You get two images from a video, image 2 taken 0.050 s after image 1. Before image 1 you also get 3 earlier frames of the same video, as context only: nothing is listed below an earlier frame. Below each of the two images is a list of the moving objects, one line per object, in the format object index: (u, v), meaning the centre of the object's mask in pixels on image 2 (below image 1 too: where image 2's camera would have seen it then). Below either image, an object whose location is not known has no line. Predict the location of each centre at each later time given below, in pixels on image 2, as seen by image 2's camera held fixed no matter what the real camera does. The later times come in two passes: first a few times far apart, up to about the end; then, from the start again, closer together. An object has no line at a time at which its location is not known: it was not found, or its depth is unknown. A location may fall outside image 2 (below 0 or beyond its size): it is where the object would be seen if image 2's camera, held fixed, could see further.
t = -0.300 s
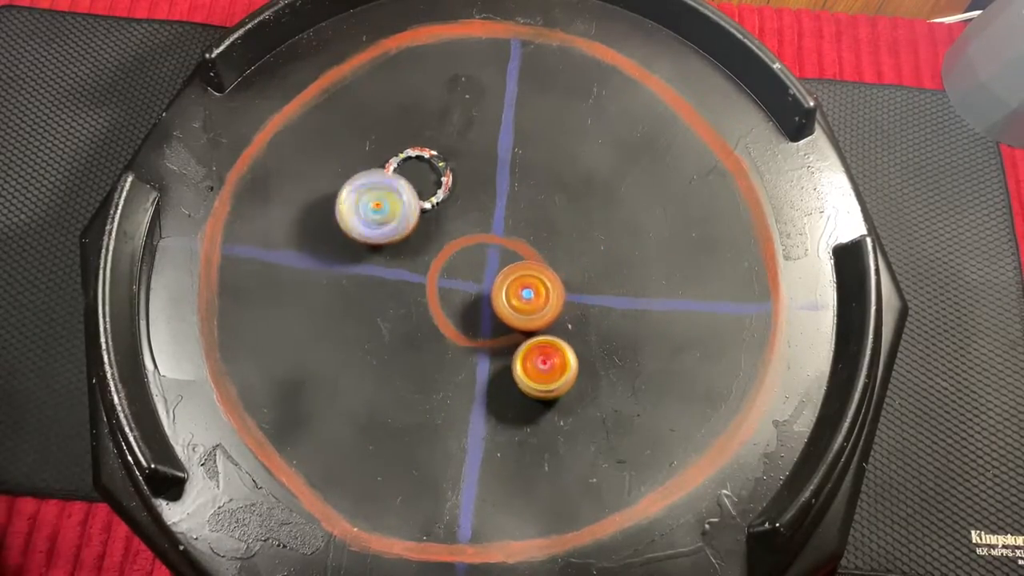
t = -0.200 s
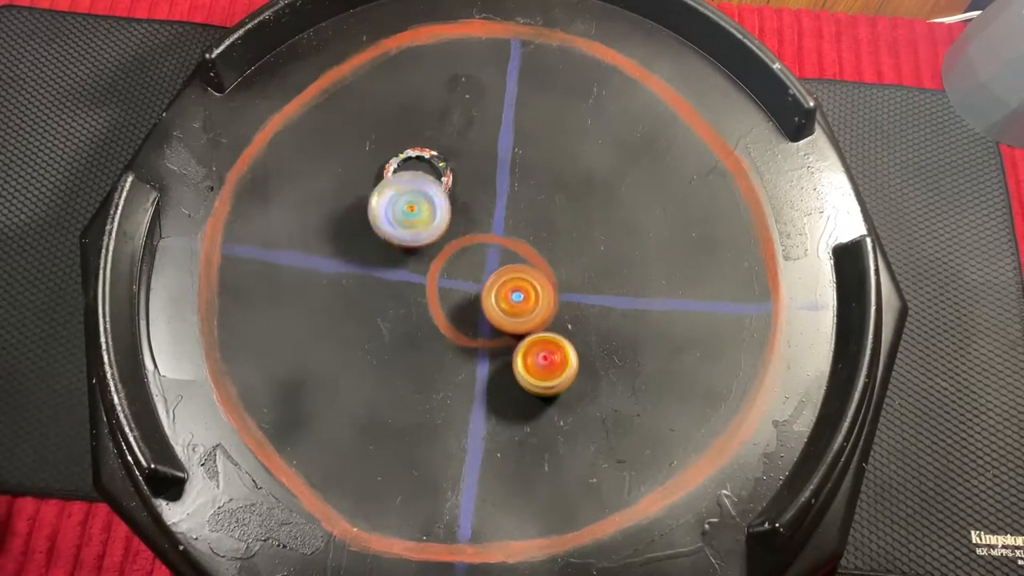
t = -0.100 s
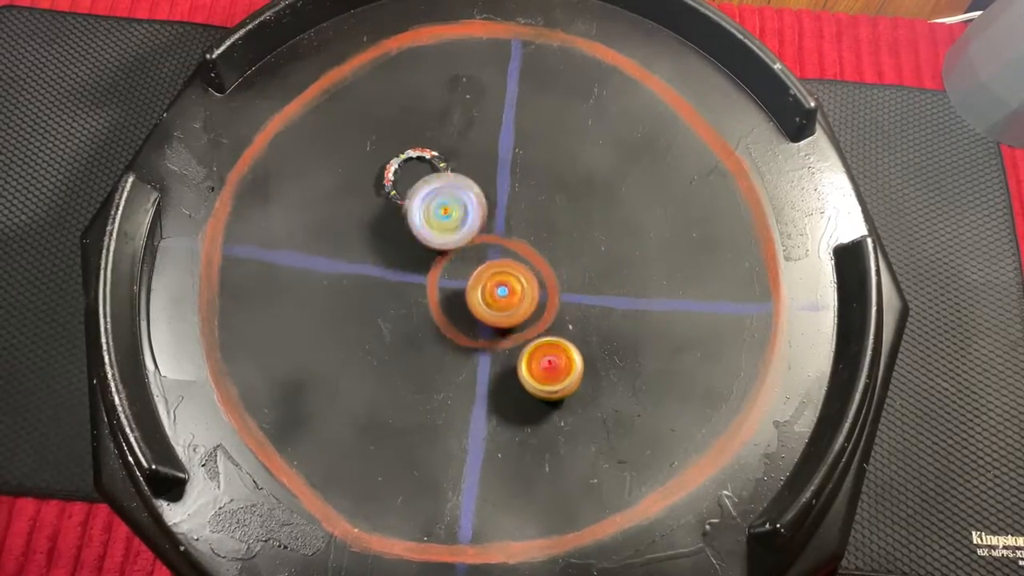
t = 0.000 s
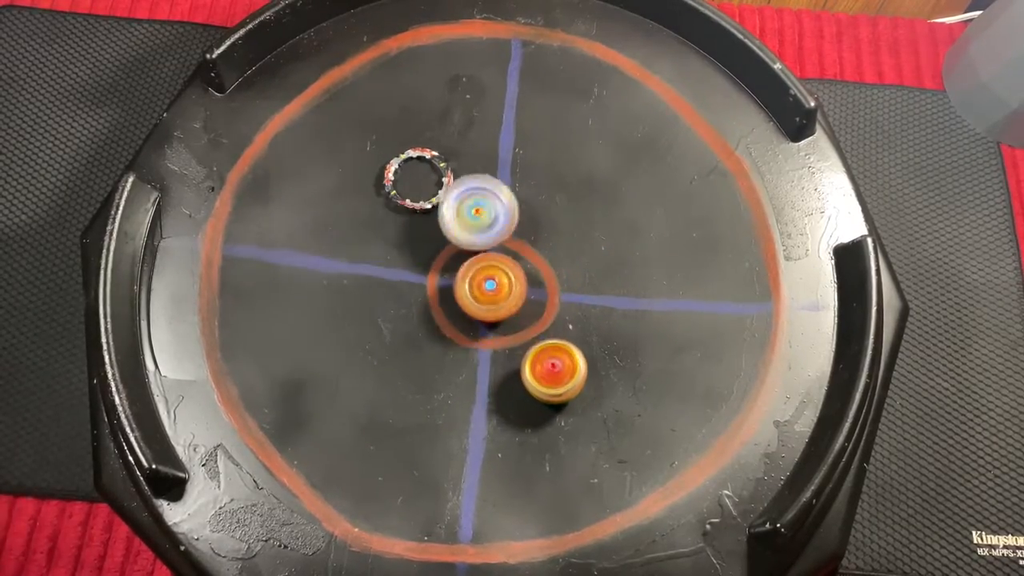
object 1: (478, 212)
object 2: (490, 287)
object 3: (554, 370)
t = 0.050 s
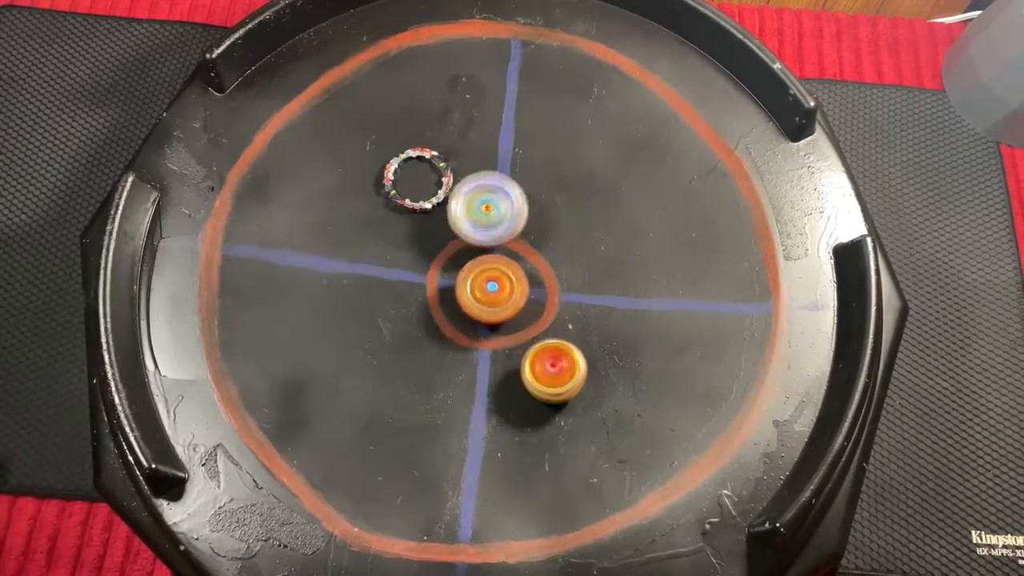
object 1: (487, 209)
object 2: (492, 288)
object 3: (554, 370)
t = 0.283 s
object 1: (541, 194)
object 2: (490, 289)
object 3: (549, 361)
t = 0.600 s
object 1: (588, 186)
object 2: (483, 283)
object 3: (545, 342)
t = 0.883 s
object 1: (585, 223)
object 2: (478, 275)
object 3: (546, 326)
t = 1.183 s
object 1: (617, 276)
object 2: (474, 268)
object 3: (492, 334)
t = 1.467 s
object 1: (621, 292)
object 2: (473, 260)
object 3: (471, 338)
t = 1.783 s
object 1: (566, 319)
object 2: (485, 236)
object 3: (455, 339)
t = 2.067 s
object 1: (532, 372)
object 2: (511, 229)
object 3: (419, 308)
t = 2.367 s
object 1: (552, 397)
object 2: (518, 241)
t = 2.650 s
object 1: (538, 353)
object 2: (517, 263)
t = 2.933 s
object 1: (519, 342)
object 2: (539, 271)
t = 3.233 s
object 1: (501, 324)
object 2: (560, 269)
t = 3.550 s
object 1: (500, 328)
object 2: (560, 251)
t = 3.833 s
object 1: (496, 366)
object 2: (548, 223)
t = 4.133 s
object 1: (498, 364)
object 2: (528, 228)
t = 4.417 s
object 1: (499, 373)
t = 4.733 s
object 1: (497, 371)
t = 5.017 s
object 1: (498, 354)
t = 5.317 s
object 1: (498, 353)
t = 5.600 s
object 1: (494, 360)
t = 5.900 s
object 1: (482, 368)
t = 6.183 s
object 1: (478, 347)
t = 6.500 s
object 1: (451, 352)
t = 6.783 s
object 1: (437, 343)
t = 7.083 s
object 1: (432, 332)
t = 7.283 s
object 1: (423, 329)
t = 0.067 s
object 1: (491, 207)
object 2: (492, 288)
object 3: (553, 370)
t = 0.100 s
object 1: (498, 204)
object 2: (491, 289)
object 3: (553, 369)
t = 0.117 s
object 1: (501, 204)
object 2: (491, 289)
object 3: (553, 369)
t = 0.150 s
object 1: (509, 201)
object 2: (491, 288)
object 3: (552, 368)
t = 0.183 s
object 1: (517, 199)
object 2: (490, 289)
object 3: (551, 366)
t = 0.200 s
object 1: (521, 197)
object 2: (490, 289)
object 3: (551, 365)
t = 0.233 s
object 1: (530, 196)
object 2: (490, 289)
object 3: (551, 363)
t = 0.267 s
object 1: (538, 194)
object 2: (490, 289)
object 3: (550, 362)
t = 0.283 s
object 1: (541, 194)
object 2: (490, 289)
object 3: (549, 361)
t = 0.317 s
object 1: (552, 191)
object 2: (490, 288)
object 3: (547, 358)
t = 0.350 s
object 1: (557, 190)
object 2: (490, 288)
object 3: (546, 356)
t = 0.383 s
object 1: (565, 189)
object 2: (490, 289)
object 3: (545, 353)
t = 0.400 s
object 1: (568, 188)
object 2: (490, 289)
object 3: (545, 352)
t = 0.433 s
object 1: (574, 187)
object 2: (489, 289)
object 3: (543, 349)
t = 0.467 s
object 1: (578, 186)
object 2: (489, 289)
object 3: (542, 346)
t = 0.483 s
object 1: (581, 186)
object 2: (489, 289)
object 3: (540, 344)
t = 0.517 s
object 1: (584, 186)
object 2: (489, 288)
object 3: (539, 341)
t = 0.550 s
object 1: (585, 186)
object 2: (487, 287)
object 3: (539, 338)
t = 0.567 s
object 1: (586, 186)
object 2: (485, 285)
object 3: (541, 340)
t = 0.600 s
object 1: (588, 186)
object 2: (483, 283)
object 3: (545, 342)
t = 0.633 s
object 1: (590, 189)
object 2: (482, 282)
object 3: (547, 342)
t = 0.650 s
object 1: (590, 190)
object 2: (482, 282)
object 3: (548, 342)
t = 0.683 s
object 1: (589, 193)
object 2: (482, 281)
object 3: (549, 341)
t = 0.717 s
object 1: (589, 195)
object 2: (481, 281)
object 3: (549, 340)
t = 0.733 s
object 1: (590, 198)
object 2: (481, 281)
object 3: (549, 339)
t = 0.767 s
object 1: (589, 202)
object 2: (480, 279)
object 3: (549, 337)
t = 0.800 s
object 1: (588, 206)
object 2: (480, 278)
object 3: (549, 334)
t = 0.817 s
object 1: (587, 209)
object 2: (480, 278)
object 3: (548, 332)
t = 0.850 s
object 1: (586, 216)
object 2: (479, 276)
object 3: (547, 329)
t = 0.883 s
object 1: (585, 223)
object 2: (478, 275)
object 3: (546, 326)
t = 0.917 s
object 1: (584, 232)
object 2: (478, 274)
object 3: (546, 323)
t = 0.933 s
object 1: (584, 237)
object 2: (477, 274)
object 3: (545, 322)
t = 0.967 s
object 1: (584, 246)
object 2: (477, 273)
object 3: (545, 319)
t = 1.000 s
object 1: (586, 255)
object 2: (476, 272)
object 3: (544, 316)
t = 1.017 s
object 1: (587, 257)
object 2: (476, 273)
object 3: (541, 317)
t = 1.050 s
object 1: (595, 262)
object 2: (476, 272)
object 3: (527, 323)
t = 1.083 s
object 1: (601, 267)
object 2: (475, 270)
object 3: (515, 328)
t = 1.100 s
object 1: (606, 268)
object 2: (475, 270)
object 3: (510, 330)
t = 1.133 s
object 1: (610, 272)
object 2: (475, 269)
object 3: (501, 332)
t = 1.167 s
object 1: (614, 275)
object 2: (474, 269)
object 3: (495, 334)
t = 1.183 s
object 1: (617, 276)
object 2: (474, 268)
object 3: (492, 334)
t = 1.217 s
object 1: (622, 278)
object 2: (474, 268)
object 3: (489, 336)
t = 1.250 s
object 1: (624, 281)
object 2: (473, 267)
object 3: (486, 339)
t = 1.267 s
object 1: (625, 282)
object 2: (473, 266)
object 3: (485, 340)
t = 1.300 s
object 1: (626, 284)
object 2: (473, 265)
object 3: (483, 341)
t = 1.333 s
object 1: (627, 286)
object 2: (473, 265)
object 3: (481, 342)
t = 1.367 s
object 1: (627, 288)
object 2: (473, 263)
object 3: (478, 342)
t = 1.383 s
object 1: (627, 288)
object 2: (473, 262)
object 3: (476, 341)
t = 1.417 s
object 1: (625, 290)
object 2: (473, 262)
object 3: (474, 340)
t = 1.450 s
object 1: (622, 291)
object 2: (473, 262)
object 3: (471, 339)
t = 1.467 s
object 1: (621, 292)
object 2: (473, 260)
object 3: (471, 338)
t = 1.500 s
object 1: (620, 294)
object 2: (473, 260)
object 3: (469, 336)
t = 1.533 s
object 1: (616, 295)
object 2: (473, 259)
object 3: (467, 334)
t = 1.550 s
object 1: (614, 296)
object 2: (473, 258)
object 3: (465, 333)
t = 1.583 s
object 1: (609, 299)
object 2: (473, 258)
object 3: (464, 331)
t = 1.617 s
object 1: (603, 300)
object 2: (474, 258)
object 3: (462, 329)
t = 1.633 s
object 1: (601, 301)
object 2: (474, 258)
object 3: (462, 327)
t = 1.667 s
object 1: (594, 305)
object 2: (475, 258)
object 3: (461, 325)
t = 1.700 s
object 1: (586, 309)
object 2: (477, 255)
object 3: (461, 324)
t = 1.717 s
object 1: (581, 310)
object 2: (478, 250)
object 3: (459, 329)
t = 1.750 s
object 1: (574, 315)
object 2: (481, 242)
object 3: (456, 335)
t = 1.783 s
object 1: (566, 319)
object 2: (485, 236)
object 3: (455, 339)
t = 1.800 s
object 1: (562, 322)
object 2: (487, 234)
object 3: (454, 339)
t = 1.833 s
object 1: (554, 326)
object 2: (491, 231)
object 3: (453, 339)
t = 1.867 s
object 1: (547, 331)
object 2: (494, 229)
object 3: (453, 339)
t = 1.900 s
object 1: (539, 337)
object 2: (498, 228)
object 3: (453, 338)
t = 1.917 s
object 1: (536, 338)
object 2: (500, 228)
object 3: (453, 337)
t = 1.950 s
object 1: (528, 344)
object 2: (502, 227)
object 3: (453, 336)
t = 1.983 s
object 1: (528, 354)
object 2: (504, 226)
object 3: (444, 329)
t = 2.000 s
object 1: (528, 357)
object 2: (505, 227)
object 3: (438, 324)
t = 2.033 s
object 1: (530, 364)
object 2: (508, 228)
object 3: (427, 316)
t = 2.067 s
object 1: (532, 372)
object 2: (511, 229)
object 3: (419, 308)
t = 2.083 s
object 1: (533, 376)
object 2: (512, 230)
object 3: (417, 305)
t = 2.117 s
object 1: (535, 383)
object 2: (513, 230)
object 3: (413, 300)
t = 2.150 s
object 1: (538, 388)
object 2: (514, 231)
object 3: (410, 295)
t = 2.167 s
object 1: (539, 390)
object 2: (514, 233)
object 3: (409, 293)
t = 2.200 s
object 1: (542, 394)
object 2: (515, 233)
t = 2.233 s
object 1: (544, 397)
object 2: (516, 234)
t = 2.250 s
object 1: (545, 397)
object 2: (516, 236)
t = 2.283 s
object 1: (548, 398)
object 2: (517, 236)
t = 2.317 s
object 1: (551, 399)
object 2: (518, 238)
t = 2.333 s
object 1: (551, 398)
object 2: (518, 240)
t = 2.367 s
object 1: (552, 397)
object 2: (518, 241)
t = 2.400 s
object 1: (554, 393)
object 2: (518, 242)
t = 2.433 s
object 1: (555, 390)
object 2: (518, 246)
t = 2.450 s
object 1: (554, 389)
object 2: (518, 247)
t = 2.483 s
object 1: (554, 384)
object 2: (518, 250)
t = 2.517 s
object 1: (552, 379)
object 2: (518, 253)
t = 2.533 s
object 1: (551, 376)
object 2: (518, 254)
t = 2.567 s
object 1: (547, 370)
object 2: (518, 256)
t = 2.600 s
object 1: (544, 363)
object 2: (517, 259)
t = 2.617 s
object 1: (542, 360)
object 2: (517, 261)
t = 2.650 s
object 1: (538, 353)
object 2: (517, 263)
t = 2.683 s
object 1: (536, 349)
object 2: (519, 268)
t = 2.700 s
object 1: (534, 346)
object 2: (523, 270)
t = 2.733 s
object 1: (530, 345)
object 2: (527, 270)
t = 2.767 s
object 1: (529, 345)
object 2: (527, 269)
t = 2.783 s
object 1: (527, 346)
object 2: (527, 269)
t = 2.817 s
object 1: (526, 344)
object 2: (527, 270)
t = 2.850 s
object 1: (524, 343)
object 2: (526, 270)
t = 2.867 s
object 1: (523, 343)
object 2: (525, 270)
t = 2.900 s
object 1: (521, 343)
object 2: (531, 271)
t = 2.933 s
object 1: (519, 342)
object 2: (539, 271)
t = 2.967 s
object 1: (516, 342)
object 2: (545, 272)
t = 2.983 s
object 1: (516, 342)
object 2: (547, 272)
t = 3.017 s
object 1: (515, 340)
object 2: (551, 273)
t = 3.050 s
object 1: (512, 339)
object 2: (554, 273)
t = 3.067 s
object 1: (512, 339)
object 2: (555, 273)
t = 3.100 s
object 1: (509, 336)
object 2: (557, 272)
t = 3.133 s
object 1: (508, 333)
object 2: (558, 271)
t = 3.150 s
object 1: (507, 333)
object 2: (559, 270)
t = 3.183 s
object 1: (503, 329)
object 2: (560, 269)
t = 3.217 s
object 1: (501, 325)
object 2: (560, 269)
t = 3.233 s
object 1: (501, 324)
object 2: (560, 269)
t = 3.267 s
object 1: (499, 321)
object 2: (560, 270)
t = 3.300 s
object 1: (498, 322)
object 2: (561, 269)
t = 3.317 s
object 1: (498, 322)
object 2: (561, 269)
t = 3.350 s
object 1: (499, 323)
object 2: (560, 269)
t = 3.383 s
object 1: (500, 323)
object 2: (559, 268)
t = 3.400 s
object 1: (500, 322)
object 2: (559, 268)
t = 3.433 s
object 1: (502, 322)
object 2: (558, 267)
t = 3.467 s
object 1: (504, 320)
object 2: (557, 267)
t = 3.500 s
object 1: (504, 321)
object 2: (558, 262)
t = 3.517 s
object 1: (501, 325)
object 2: (558, 258)
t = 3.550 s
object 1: (500, 328)
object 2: (560, 251)
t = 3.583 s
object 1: (499, 334)
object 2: (559, 246)
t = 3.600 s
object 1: (499, 337)
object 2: (560, 245)
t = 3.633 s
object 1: (498, 342)
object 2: (557, 241)
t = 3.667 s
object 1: (497, 349)
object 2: (556, 237)
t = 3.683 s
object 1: (497, 352)
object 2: (555, 235)
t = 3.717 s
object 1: (496, 356)
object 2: (552, 232)
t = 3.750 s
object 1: (495, 359)
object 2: (549, 230)
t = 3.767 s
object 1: (495, 361)
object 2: (549, 229)
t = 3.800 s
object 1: (495, 363)
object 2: (549, 225)
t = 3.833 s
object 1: (496, 366)
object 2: (548, 223)
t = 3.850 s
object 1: (495, 367)
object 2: (547, 222)
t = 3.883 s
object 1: (495, 368)
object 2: (546, 221)
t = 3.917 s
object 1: (495, 369)
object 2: (544, 220)
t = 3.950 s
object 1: (495, 370)
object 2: (542, 220)
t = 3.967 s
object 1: (497, 370)
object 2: (541, 221)
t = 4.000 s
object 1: (497, 369)
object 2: (540, 221)
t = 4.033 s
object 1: (497, 369)
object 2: (538, 223)
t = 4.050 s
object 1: (498, 368)
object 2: (537, 223)
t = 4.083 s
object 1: (499, 367)
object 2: (535, 225)
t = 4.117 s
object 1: (499, 365)
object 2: (531, 226)
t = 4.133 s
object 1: (498, 364)
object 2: (528, 228)
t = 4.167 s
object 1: (500, 362)
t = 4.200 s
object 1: (500, 360)
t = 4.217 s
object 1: (500, 359)
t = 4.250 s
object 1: (501, 358)
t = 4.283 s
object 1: (499, 362)
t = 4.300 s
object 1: (499, 363)
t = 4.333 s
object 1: (500, 366)
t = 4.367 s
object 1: (499, 369)
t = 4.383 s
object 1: (499, 369)
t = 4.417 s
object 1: (499, 373)
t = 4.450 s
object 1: (500, 373)
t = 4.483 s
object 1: (498, 376)
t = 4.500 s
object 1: (498, 376)
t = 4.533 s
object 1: (499, 376)
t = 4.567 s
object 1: (498, 376)
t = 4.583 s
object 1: (499, 375)
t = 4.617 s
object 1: (499, 376)
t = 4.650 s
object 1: (498, 376)
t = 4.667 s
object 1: (497, 377)
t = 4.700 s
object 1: (496, 372)
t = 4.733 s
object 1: (497, 371)
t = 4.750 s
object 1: (497, 370)
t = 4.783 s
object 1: (497, 367)
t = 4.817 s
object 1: (496, 365)
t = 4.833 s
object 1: (496, 362)
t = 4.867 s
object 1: (497, 359)
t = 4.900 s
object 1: (497, 355)
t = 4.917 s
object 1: (497, 352)
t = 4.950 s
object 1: (498, 351)
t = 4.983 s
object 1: (499, 352)
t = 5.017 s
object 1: (498, 354)
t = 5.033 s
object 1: (498, 354)
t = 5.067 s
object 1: (500, 353)
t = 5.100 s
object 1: (499, 355)
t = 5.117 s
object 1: (499, 355)
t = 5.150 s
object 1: (499, 354)
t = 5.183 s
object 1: (500, 355)
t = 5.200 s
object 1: (498, 355)
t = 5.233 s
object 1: (499, 353)
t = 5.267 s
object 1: (500, 353)
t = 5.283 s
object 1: (499, 354)
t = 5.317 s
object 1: (498, 353)
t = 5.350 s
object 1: (498, 353)
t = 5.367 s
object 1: (498, 354)
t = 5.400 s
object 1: (497, 352)
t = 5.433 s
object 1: (498, 351)
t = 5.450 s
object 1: (498, 351)
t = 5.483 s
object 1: (498, 354)
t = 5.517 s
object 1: (495, 359)
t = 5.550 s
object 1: (492, 359)
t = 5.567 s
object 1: (493, 360)
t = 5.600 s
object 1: (494, 360)
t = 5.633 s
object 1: (496, 364)
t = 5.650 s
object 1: (495, 367)
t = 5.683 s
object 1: (489, 370)
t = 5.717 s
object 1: (487, 370)
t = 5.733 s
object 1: (487, 370)
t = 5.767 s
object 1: (486, 371)
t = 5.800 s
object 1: (483, 372)
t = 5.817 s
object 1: (481, 372)
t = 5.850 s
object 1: (478, 370)
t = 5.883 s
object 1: (480, 366)
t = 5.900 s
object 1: (482, 368)
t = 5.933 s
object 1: (481, 370)
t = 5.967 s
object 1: (477, 367)
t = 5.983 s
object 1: (476, 363)
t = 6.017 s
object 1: (478, 358)
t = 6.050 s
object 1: (478, 358)
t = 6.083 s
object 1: (476, 357)
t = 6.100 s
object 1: (476, 354)
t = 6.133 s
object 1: (478, 350)
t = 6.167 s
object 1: (478, 348)
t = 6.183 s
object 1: (478, 347)
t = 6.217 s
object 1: (474, 346)
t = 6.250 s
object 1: (474, 345)
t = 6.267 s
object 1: (473, 347)
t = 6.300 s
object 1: (470, 349)
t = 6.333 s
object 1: (466, 351)
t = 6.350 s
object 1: (464, 352)
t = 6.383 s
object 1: (462, 352)
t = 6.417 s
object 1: (459, 353)
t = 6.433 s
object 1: (458, 353)
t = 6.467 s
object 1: (455, 353)
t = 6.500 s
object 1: (451, 352)
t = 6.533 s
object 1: (447, 351)
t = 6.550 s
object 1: (446, 350)
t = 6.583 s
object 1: (444, 350)
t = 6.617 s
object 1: (441, 349)
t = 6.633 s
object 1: (440, 348)
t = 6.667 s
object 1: (438, 346)
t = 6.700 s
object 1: (437, 345)
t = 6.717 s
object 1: (438, 345)
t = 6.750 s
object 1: (437, 344)
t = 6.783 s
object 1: (437, 343)
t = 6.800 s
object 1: (438, 342)
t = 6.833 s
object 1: (439, 339)
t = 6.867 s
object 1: (442, 337)
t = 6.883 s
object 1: (442, 339)
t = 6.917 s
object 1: (436, 342)
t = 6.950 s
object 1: (431, 343)
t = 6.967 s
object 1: (428, 343)
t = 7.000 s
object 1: (425, 340)
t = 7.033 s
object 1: (427, 335)
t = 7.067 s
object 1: (433, 331)
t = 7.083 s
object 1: (432, 332)
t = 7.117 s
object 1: (428, 332)
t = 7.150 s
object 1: (425, 330)
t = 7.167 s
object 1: (424, 330)
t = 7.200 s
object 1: (423, 330)
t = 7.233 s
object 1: (421, 329)
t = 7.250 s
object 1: (421, 329)
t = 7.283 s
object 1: (423, 329)
